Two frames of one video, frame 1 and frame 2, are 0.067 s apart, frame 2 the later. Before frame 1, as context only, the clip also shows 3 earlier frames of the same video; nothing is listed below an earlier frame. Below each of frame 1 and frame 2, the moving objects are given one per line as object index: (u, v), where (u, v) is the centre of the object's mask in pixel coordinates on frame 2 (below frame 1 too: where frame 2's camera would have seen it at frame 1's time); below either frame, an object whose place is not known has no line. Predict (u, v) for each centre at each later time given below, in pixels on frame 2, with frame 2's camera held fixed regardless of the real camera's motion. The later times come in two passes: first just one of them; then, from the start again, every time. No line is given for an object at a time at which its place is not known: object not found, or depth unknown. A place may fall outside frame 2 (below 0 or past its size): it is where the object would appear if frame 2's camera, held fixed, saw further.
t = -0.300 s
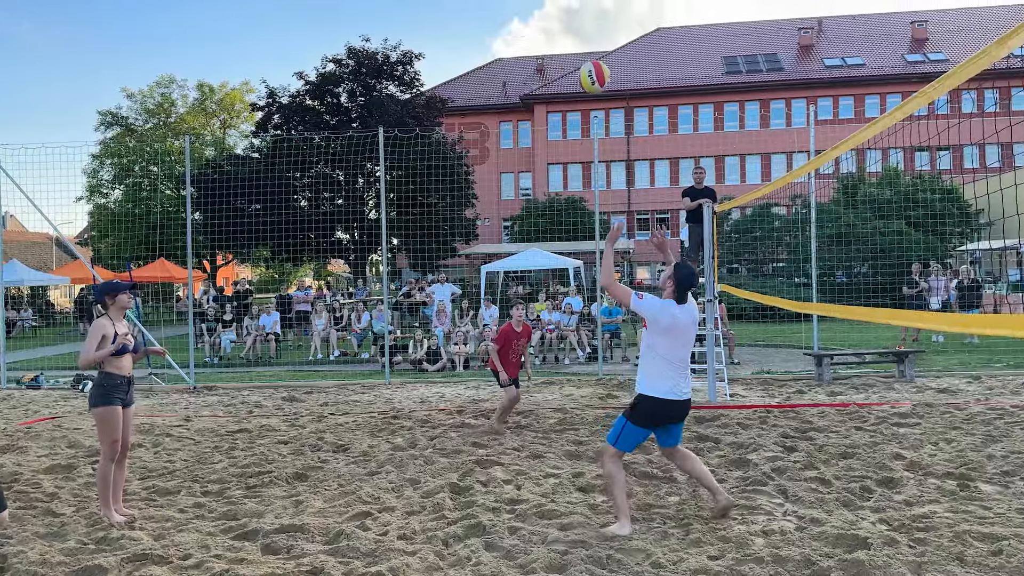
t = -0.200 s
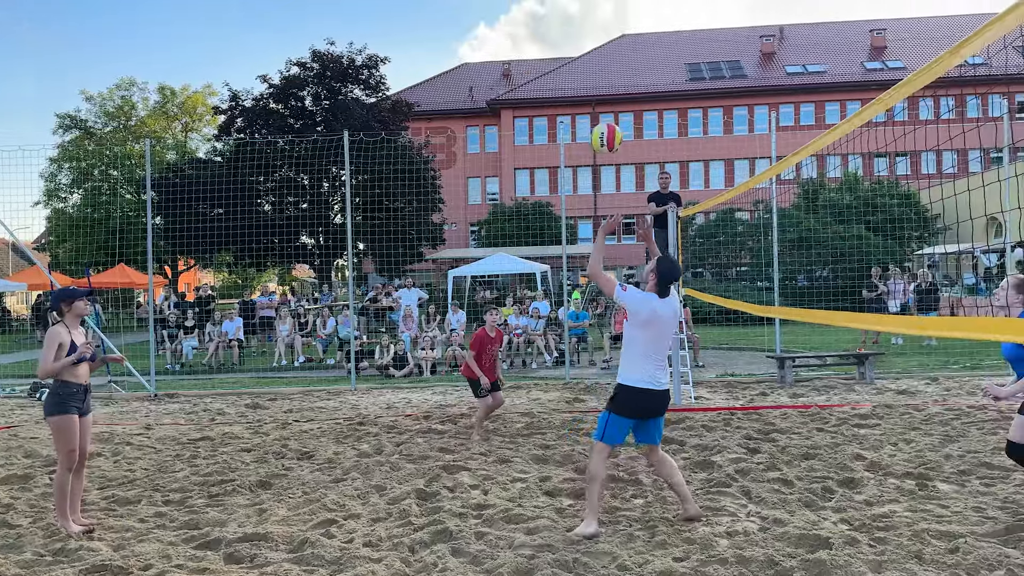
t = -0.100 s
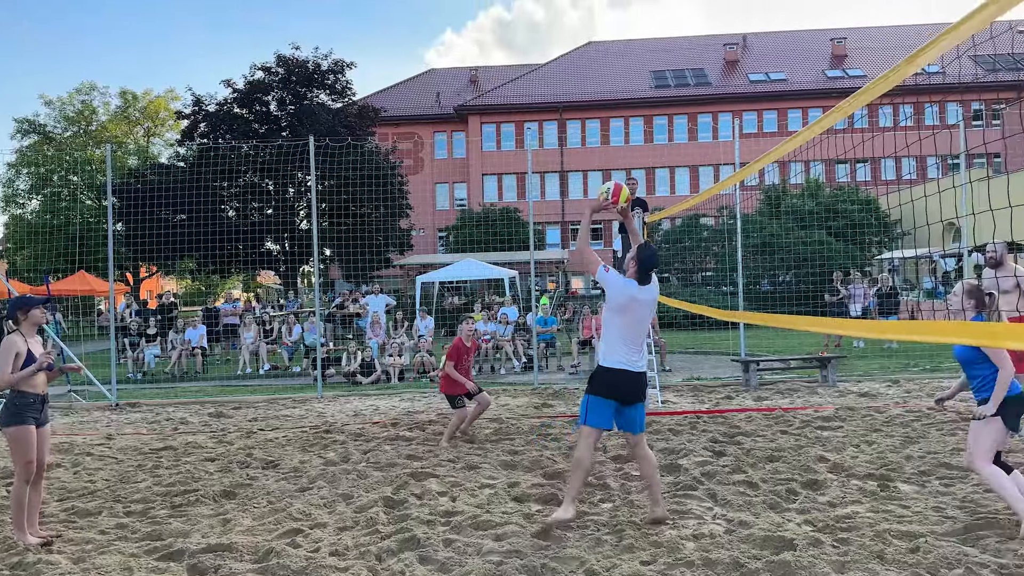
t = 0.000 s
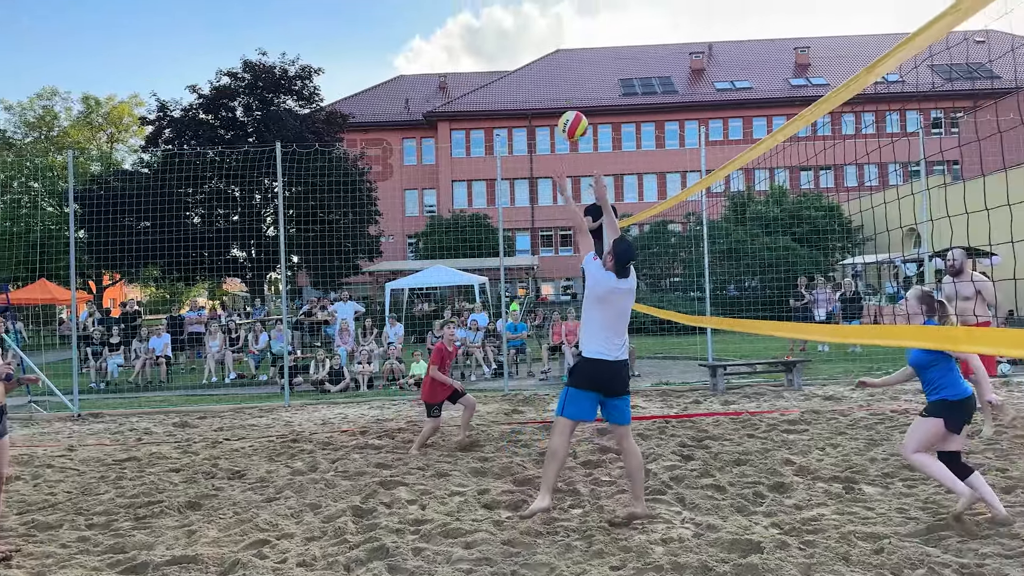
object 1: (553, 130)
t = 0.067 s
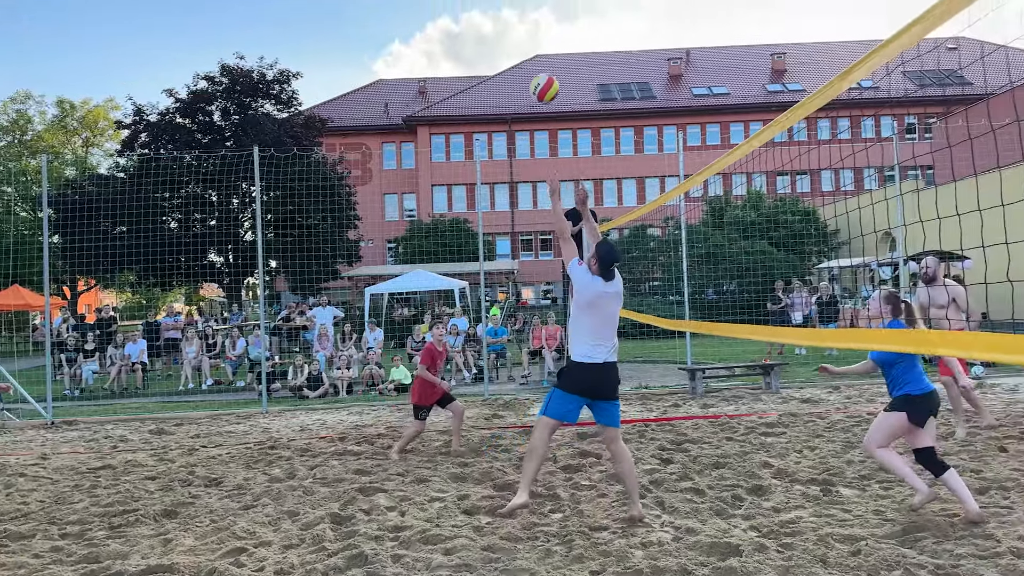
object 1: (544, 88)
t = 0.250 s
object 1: (520, 15)
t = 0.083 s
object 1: (542, 79)
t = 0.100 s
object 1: (540, 70)
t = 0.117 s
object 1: (538, 62)
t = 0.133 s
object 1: (535, 55)
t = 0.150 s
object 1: (534, 48)
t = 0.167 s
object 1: (531, 42)
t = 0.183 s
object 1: (529, 36)
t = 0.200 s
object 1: (526, 30)
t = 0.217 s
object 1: (524, 25)
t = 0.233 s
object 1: (522, 20)
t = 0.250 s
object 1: (520, 15)
